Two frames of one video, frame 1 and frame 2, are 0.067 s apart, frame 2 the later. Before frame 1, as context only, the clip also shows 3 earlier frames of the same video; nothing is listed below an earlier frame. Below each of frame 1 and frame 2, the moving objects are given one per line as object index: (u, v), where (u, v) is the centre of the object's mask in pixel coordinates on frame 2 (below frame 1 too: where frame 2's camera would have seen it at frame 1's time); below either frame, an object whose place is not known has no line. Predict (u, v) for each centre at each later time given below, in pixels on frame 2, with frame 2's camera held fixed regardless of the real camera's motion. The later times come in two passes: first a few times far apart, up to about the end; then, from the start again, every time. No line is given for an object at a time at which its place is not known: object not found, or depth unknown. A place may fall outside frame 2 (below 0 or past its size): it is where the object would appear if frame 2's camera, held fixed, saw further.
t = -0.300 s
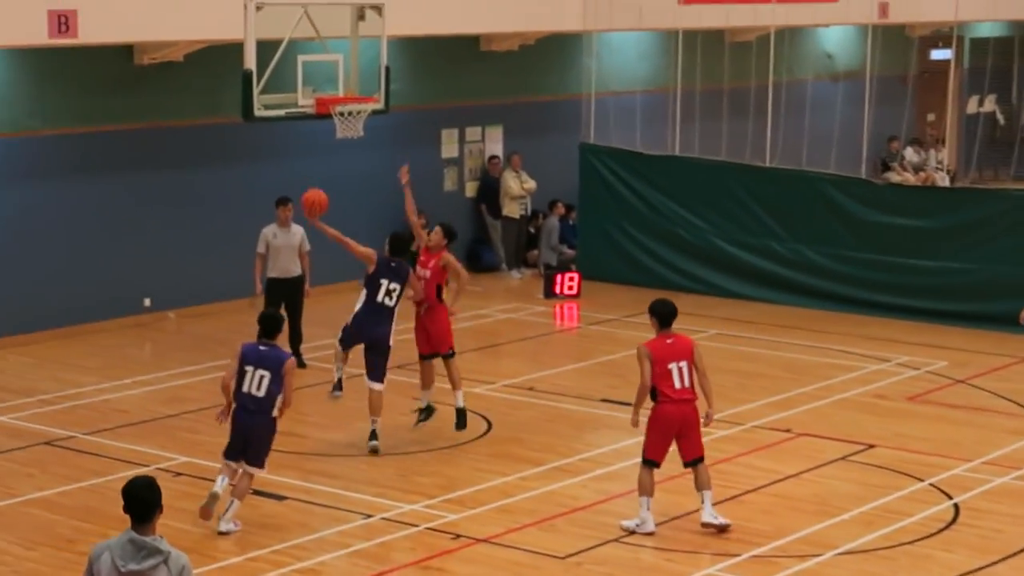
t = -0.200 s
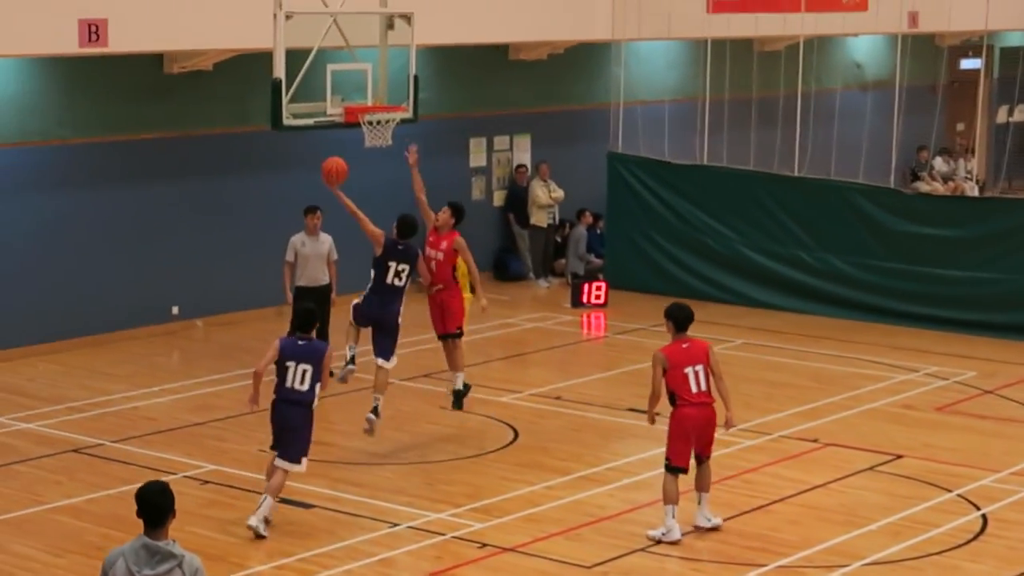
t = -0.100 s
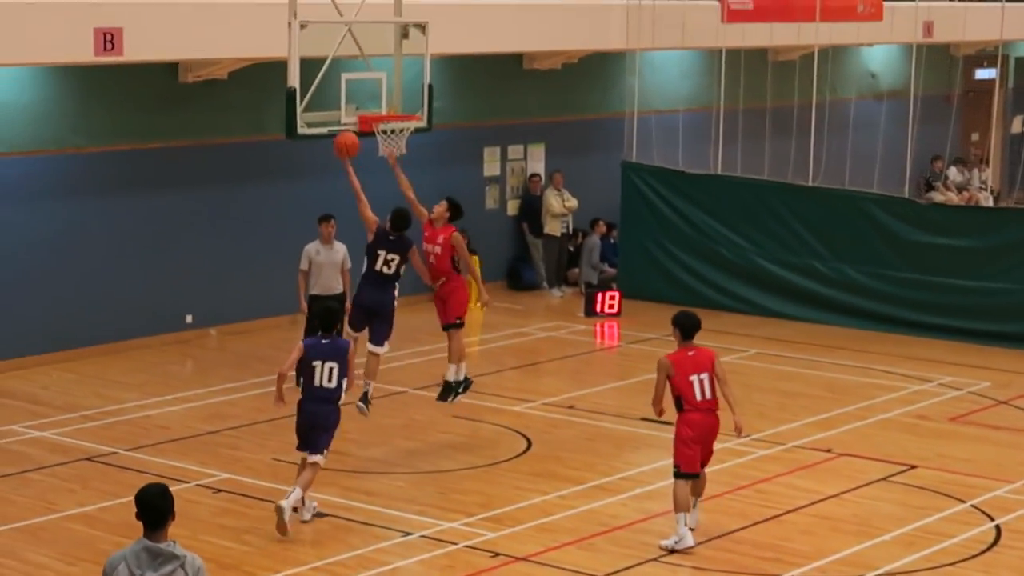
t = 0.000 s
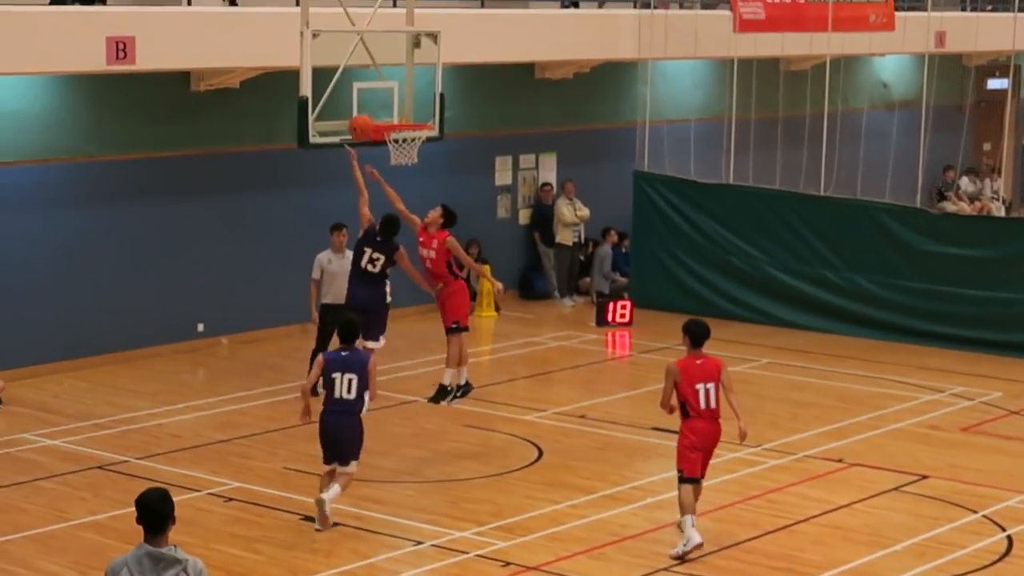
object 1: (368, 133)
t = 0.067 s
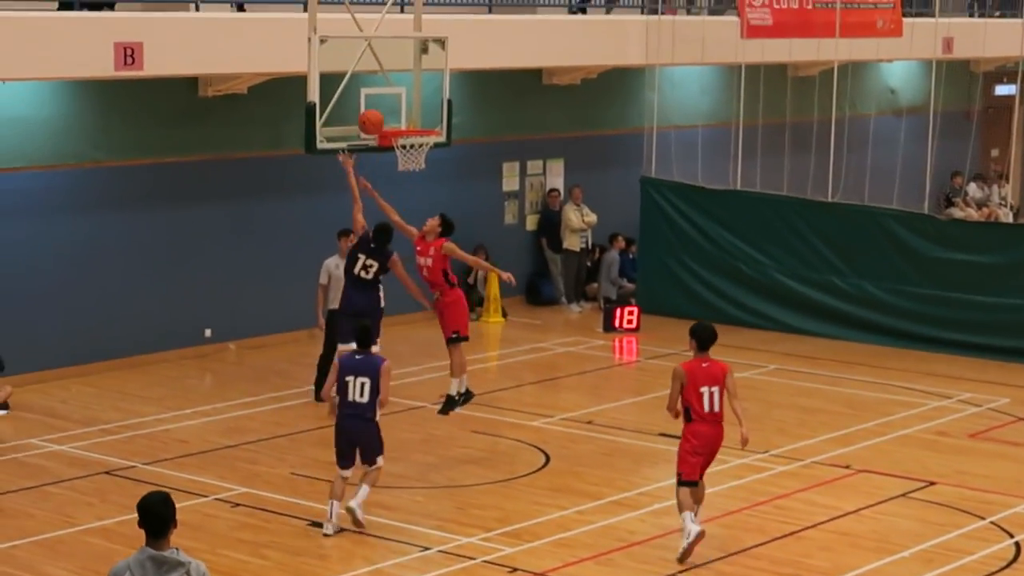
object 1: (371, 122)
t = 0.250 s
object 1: (394, 118)
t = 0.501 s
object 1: (431, 160)
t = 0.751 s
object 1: (414, 176)
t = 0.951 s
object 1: (399, 233)
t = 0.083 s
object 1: (371, 120)
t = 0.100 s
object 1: (372, 118)
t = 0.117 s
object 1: (372, 117)
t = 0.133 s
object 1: (373, 117)
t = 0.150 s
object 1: (376, 116)
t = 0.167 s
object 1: (379, 115)
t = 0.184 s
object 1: (382, 115)
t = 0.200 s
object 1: (385, 115)
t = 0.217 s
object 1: (388, 116)
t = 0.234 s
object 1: (391, 116)
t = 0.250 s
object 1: (394, 118)
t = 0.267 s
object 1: (398, 118)
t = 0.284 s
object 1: (400, 120)
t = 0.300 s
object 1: (403, 121)
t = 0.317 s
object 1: (406, 122)
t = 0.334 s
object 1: (409, 123)
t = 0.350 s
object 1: (413, 125)
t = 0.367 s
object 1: (416, 126)
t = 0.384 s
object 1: (418, 128)
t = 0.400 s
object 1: (420, 144)
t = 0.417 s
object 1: (415, 144)
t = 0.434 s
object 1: (425, 155)
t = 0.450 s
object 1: (429, 156)
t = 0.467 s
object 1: (431, 157)
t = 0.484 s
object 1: (425, 159)
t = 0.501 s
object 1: (431, 160)
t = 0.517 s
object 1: (427, 158)
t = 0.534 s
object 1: (427, 158)
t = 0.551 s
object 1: (425, 158)
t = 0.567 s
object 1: (424, 159)
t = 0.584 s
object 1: (426, 161)
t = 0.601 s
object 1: (424, 161)
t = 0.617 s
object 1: (423, 162)
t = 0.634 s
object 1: (421, 163)
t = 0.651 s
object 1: (421, 164)
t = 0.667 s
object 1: (420, 166)
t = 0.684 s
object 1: (419, 169)
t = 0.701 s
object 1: (418, 170)
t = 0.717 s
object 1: (417, 172)
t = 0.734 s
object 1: (414, 175)
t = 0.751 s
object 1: (414, 176)
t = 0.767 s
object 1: (413, 178)
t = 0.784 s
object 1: (412, 180)
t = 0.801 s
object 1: (411, 183)
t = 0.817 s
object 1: (409, 187)
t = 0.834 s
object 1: (408, 192)
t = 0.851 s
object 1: (407, 197)
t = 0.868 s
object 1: (406, 202)
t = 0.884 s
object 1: (405, 208)
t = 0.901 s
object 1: (403, 213)
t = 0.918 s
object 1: (402, 220)
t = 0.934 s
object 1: (400, 227)
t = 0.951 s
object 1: (399, 233)
